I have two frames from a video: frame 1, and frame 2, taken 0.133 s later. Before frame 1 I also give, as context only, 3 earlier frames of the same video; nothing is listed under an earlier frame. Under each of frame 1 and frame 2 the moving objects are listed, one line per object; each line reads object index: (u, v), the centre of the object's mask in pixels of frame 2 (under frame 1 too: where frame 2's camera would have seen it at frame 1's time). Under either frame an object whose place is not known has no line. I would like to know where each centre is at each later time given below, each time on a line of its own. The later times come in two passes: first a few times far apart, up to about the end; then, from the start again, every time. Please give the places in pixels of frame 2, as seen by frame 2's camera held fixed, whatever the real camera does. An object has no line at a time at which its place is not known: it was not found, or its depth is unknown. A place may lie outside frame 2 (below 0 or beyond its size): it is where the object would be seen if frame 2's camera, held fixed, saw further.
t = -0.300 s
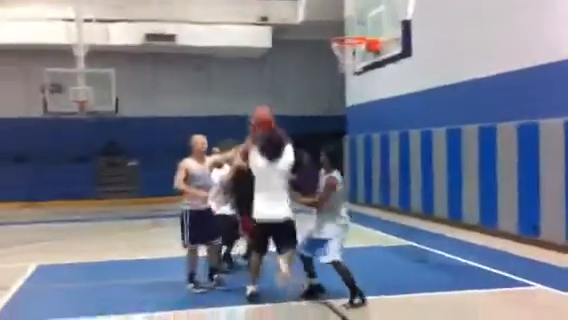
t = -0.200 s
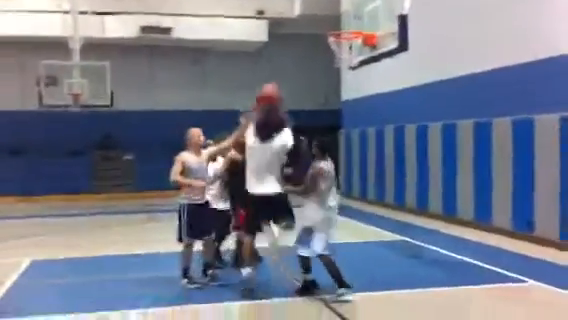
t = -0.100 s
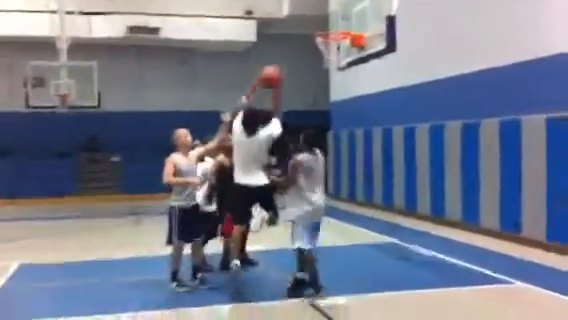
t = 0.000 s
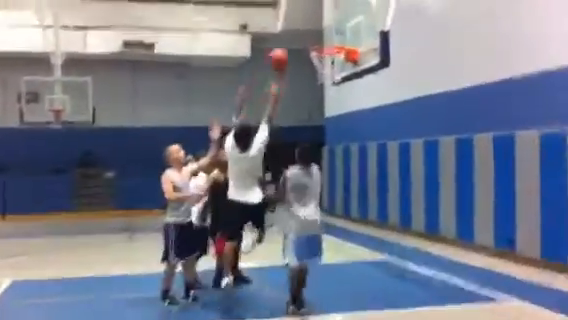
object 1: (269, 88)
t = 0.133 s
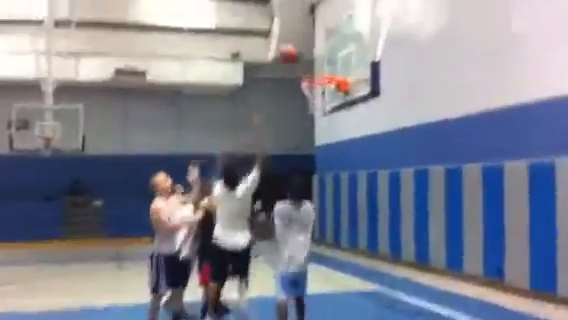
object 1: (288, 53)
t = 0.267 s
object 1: (305, 41)
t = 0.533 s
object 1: (336, 53)
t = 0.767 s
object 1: (338, 90)
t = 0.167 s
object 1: (292, 49)
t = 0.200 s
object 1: (297, 44)
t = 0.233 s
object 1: (301, 42)
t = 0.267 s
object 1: (305, 41)
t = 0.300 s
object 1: (309, 40)
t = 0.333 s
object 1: (312, 41)
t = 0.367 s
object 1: (316, 40)
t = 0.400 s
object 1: (321, 42)
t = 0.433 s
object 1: (324, 43)
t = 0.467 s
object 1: (329, 46)
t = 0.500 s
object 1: (333, 49)
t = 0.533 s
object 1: (336, 53)
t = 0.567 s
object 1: (340, 58)
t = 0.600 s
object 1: (344, 63)
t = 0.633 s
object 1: (345, 67)
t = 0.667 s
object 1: (347, 79)
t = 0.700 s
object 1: (343, 83)
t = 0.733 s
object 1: (339, 88)
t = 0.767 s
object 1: (338, 90)
